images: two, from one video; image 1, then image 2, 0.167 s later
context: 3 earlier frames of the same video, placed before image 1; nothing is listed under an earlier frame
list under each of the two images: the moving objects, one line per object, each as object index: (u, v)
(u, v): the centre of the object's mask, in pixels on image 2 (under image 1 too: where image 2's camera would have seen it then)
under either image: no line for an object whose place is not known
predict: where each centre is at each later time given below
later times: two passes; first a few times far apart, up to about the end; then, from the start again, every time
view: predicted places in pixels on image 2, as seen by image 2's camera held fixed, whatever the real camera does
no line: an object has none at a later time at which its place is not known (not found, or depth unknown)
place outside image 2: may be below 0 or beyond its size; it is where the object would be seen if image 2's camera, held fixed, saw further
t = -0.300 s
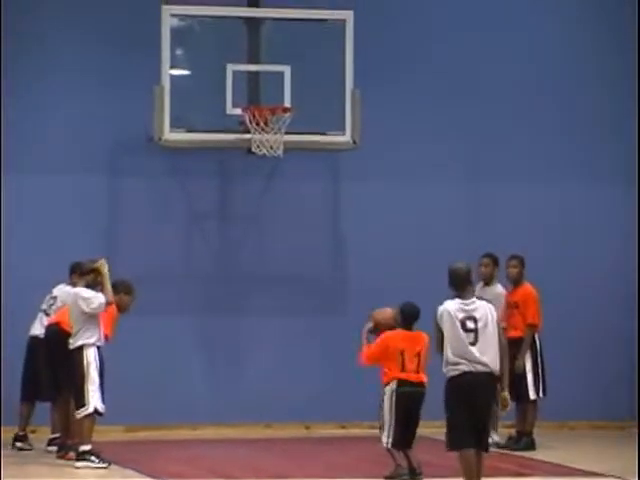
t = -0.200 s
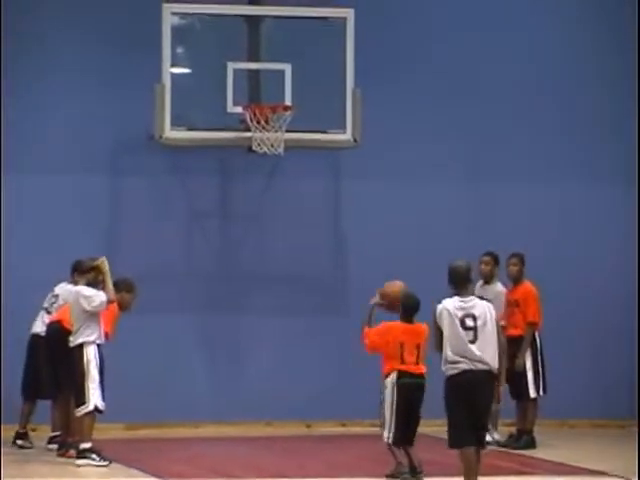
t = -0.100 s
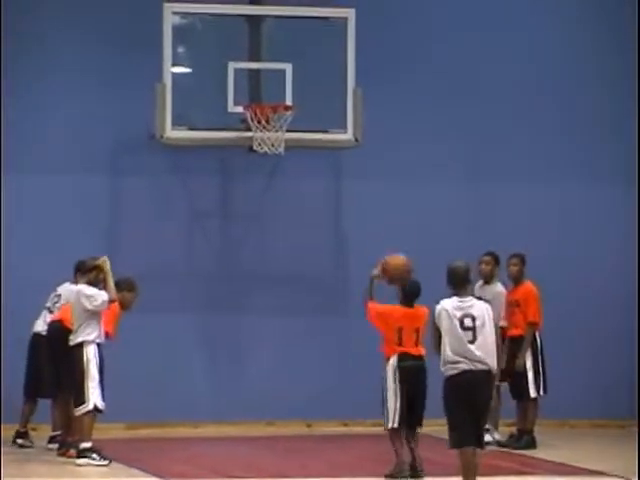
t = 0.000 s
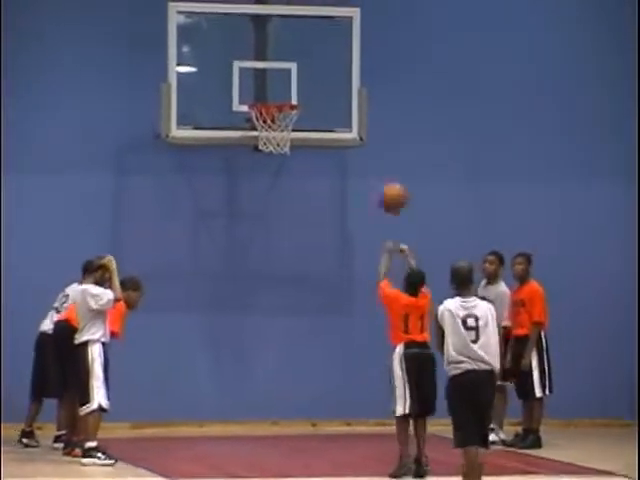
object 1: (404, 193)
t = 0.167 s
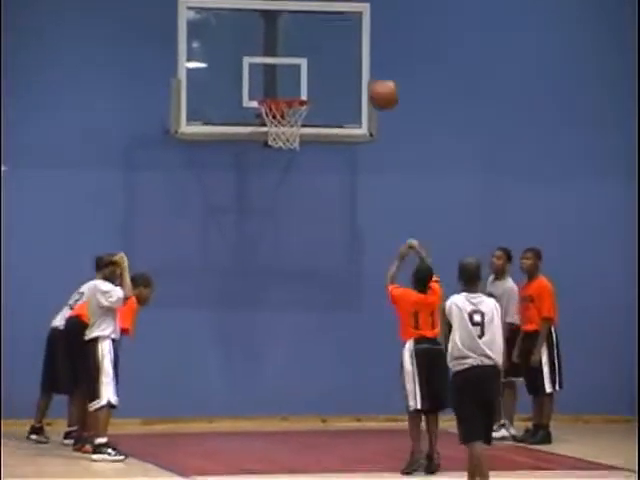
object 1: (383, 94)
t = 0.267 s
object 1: (373, 55)
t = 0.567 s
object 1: (345, 12)
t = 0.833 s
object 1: (322, 61)
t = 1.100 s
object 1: (369, 77)
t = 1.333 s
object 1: (439, 107)
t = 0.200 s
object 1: (380, 79)
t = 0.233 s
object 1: (377, 67)
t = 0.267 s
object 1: (373, 55)
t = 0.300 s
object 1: (371, 45)
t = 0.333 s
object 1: (366, 37)
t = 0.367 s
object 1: (364, 28)
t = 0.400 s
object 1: (361, 22)
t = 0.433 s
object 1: (357, 18)
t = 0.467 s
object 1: (353, 14)
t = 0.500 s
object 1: (350, 13)
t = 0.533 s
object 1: (347, 12)
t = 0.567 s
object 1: (345, 12)
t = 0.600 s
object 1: (339, 14)
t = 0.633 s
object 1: (338, 17)
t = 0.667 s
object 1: (336, 23)
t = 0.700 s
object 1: (332, 27)
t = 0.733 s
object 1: (329, 34)
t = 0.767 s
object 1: (327, 41)
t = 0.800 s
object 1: (323, 51)
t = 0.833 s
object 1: (322, 61)
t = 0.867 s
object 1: (318, 70)
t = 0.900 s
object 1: (314, 83)
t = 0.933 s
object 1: (316, 90)
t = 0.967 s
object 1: (327, 86)
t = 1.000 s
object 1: (337, 82)
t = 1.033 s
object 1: (347, 79)
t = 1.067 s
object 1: (359, 78)
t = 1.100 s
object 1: (369, 77)
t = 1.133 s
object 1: (379, 78)
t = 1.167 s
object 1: (389, 79)
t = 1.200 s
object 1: (399, 83)
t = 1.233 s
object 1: (409, 87)
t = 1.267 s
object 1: (419, 93)
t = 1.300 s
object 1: (430, 100)
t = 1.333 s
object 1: (439, 107)
